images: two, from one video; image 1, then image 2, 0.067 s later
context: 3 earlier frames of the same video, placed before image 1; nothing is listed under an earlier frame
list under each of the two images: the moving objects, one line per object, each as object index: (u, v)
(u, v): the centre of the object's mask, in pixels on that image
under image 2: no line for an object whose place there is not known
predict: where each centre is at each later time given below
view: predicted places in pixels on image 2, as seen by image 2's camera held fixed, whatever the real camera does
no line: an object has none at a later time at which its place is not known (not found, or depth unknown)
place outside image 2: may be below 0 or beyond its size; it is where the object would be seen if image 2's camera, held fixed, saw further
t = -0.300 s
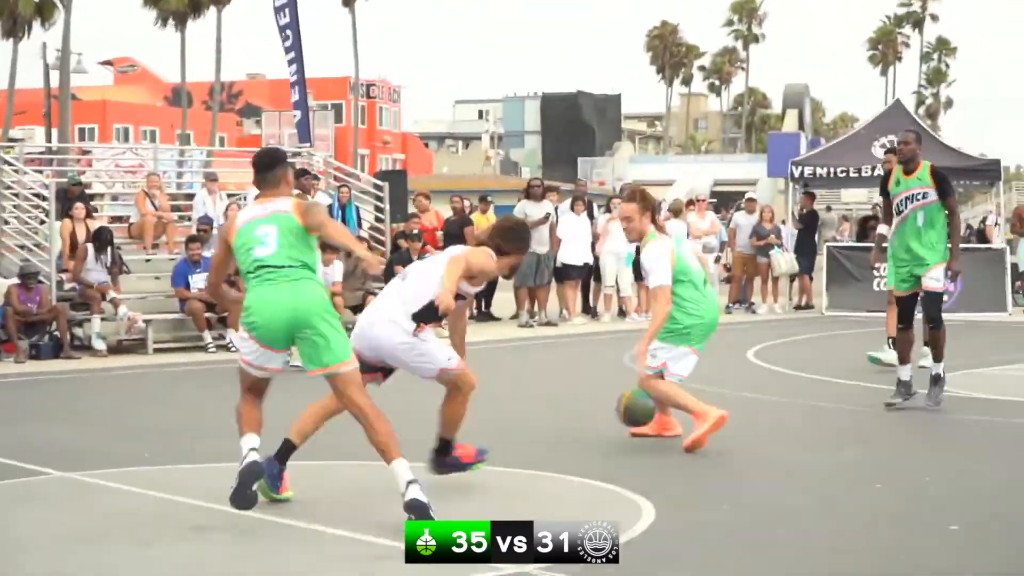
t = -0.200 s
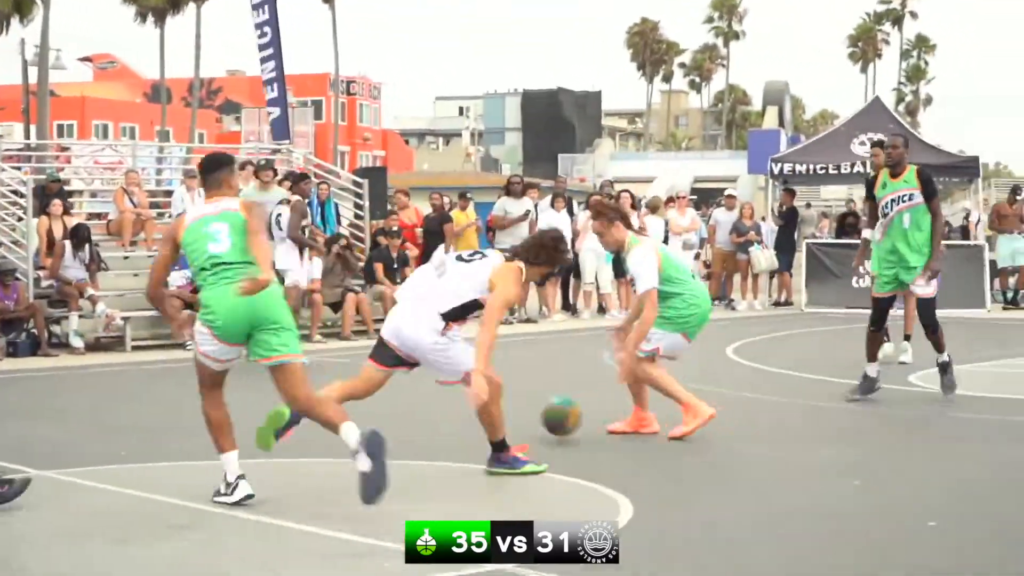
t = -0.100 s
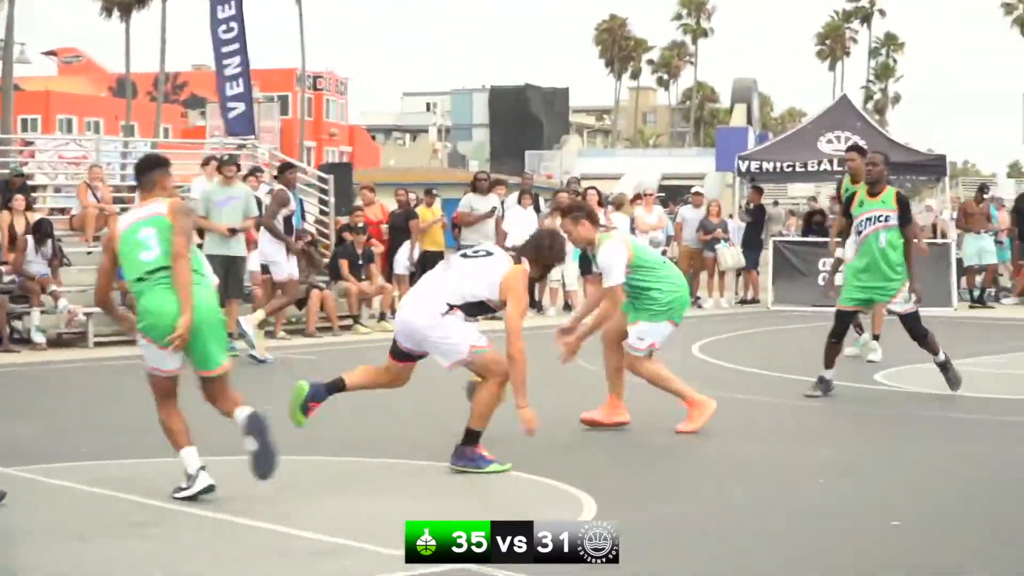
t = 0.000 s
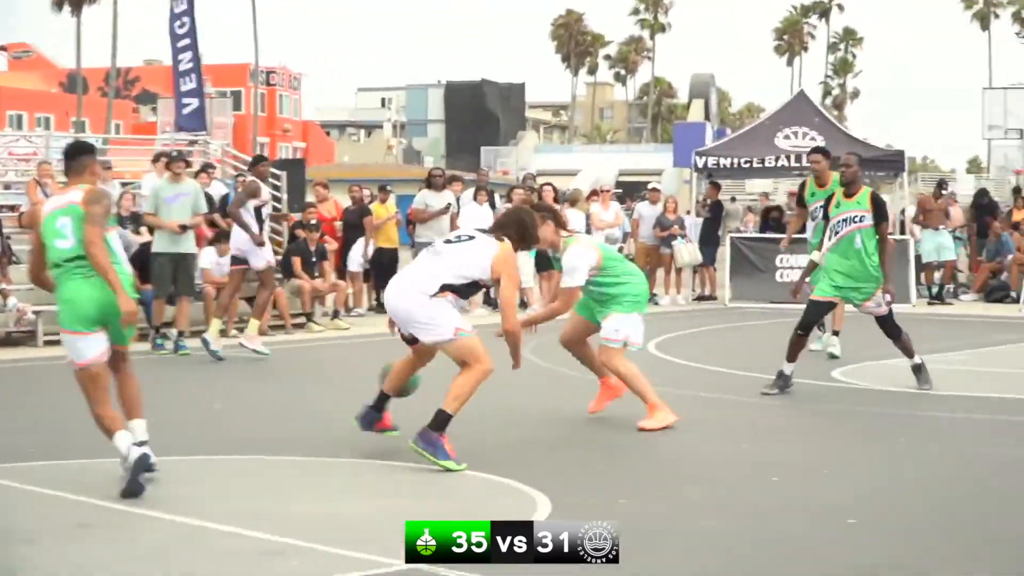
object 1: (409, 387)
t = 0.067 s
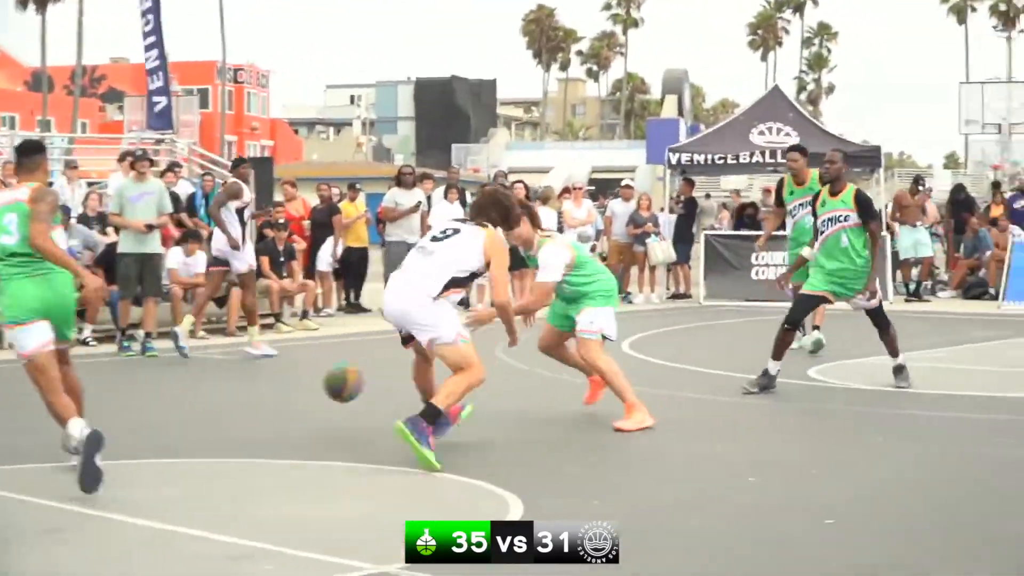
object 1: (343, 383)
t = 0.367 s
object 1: (236, 386)
